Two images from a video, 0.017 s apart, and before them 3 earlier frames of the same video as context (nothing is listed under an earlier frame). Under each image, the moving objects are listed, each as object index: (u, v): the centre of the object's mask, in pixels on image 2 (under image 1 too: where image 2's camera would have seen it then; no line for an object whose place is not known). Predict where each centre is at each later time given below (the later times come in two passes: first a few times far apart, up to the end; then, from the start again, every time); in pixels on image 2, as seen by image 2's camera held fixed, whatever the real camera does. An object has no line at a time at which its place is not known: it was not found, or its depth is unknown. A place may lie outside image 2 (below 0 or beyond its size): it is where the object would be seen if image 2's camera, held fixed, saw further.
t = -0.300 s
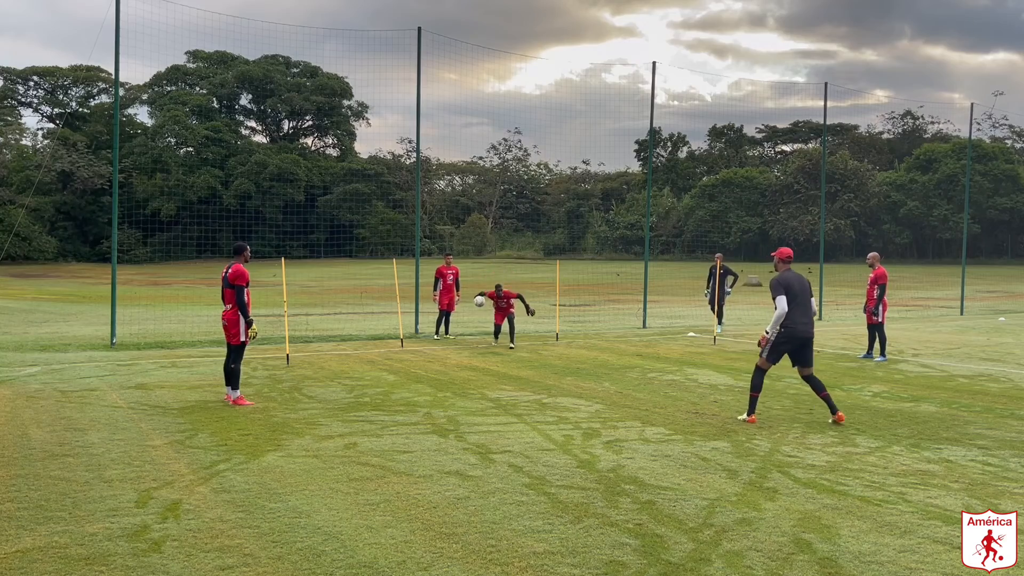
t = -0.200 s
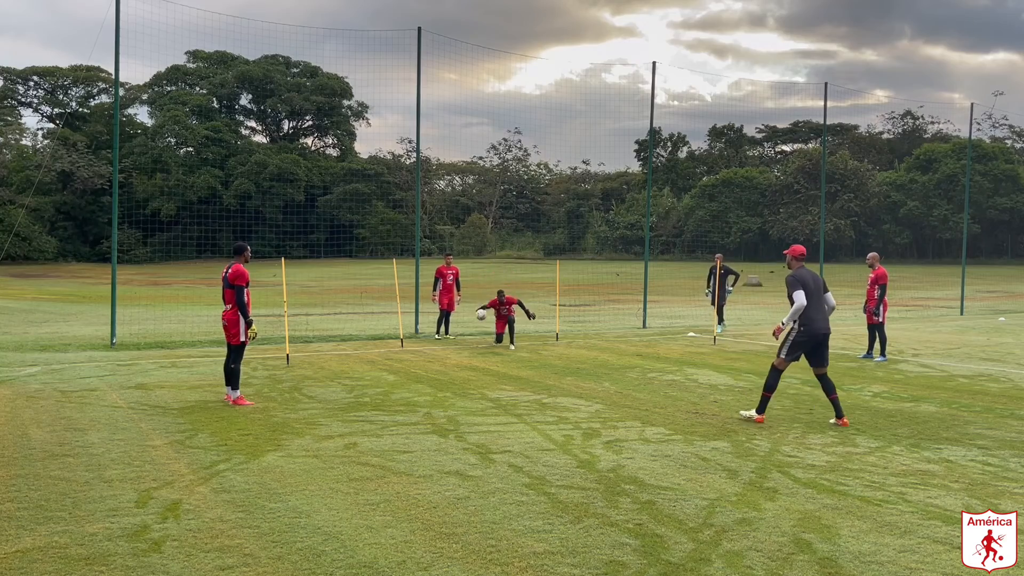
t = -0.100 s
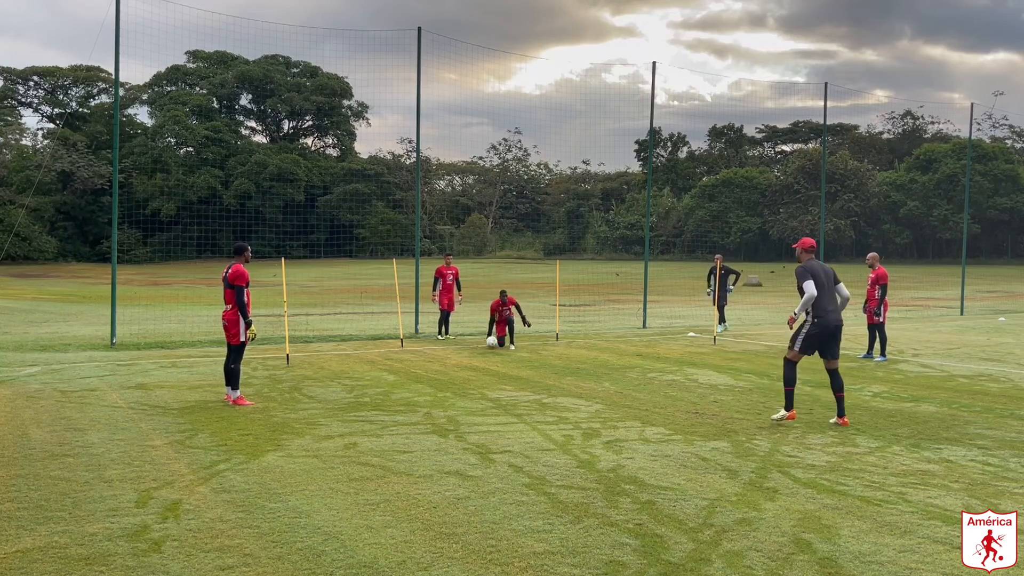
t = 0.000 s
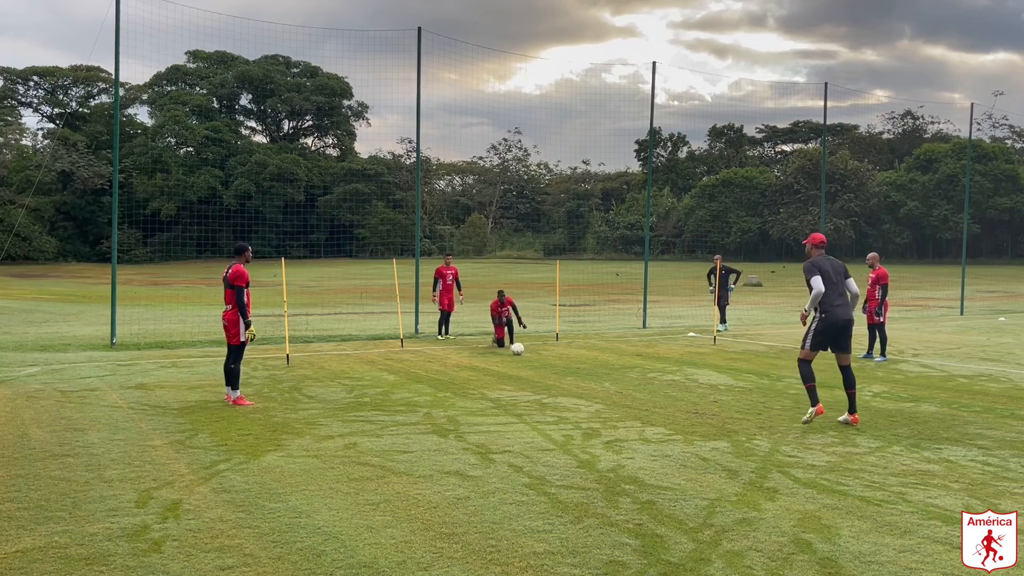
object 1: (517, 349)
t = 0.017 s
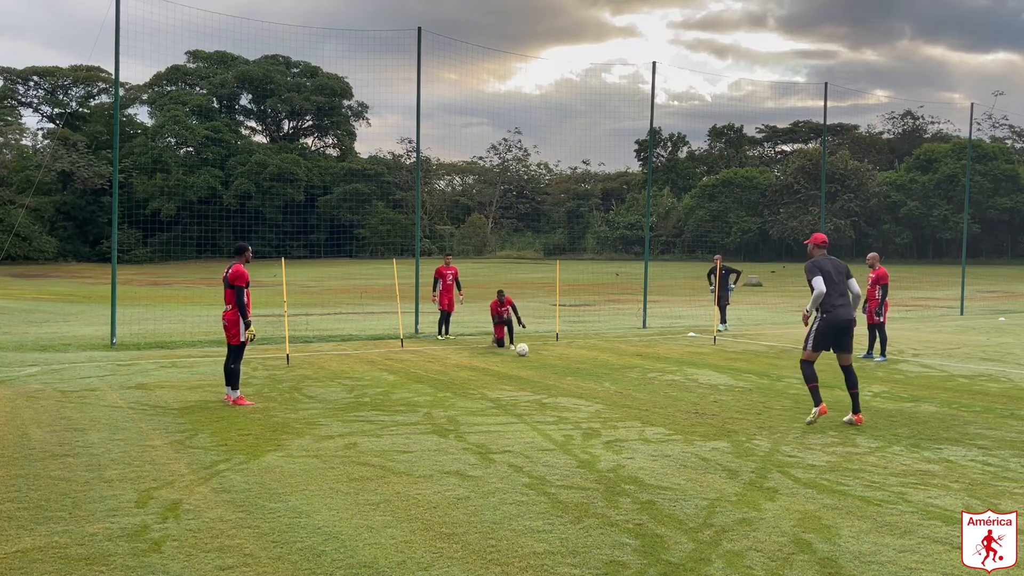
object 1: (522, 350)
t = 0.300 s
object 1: (605, 370)
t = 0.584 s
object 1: (703, 393)
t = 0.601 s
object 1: (709, 395)
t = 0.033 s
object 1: (526, 351)
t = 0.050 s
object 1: (531, 352)
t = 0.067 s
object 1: (536, 353)
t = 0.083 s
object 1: (540, 354)
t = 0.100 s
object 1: (545, 355)
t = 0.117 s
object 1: (550, 357)
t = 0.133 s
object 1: (555, 358)
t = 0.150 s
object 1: (559, 359)
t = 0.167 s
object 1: (564, 360)
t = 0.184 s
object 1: (569, 361)
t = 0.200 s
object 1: (574, 362)
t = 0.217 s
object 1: (579, 363)
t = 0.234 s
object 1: (584, 364)
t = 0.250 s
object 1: (589, 366)
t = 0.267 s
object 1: (595, 367)
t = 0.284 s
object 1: (600, 369)
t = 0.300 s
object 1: (605, 370)
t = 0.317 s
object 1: (610, 371)
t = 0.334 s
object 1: (616, 373)
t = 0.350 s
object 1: (621, 373)
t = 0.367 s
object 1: (626, 374)
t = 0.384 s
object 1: (632, 376)
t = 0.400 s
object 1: (637, 377)
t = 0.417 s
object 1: (643, 379)
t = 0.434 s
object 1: (649, 380)
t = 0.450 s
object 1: (655, 382)
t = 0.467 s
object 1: (661, 383)
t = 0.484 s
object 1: (666, 385)
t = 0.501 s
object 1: (672, 386)
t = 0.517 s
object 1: (678, 388)
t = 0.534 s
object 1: (684, 390)
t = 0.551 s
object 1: (690, 391)
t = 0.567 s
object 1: (697, 393)
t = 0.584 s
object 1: (703, 393)
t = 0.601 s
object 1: (709, 395)
